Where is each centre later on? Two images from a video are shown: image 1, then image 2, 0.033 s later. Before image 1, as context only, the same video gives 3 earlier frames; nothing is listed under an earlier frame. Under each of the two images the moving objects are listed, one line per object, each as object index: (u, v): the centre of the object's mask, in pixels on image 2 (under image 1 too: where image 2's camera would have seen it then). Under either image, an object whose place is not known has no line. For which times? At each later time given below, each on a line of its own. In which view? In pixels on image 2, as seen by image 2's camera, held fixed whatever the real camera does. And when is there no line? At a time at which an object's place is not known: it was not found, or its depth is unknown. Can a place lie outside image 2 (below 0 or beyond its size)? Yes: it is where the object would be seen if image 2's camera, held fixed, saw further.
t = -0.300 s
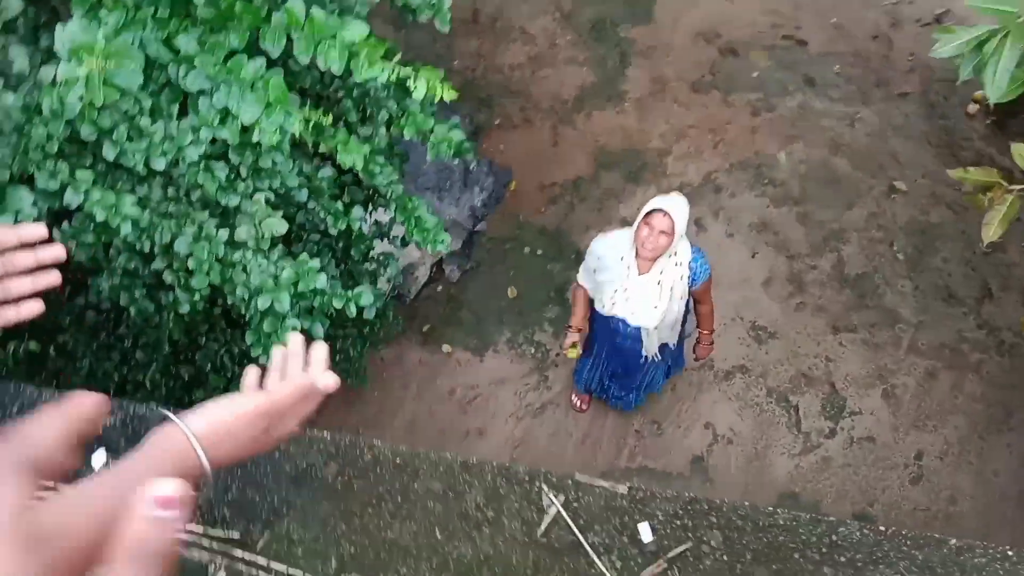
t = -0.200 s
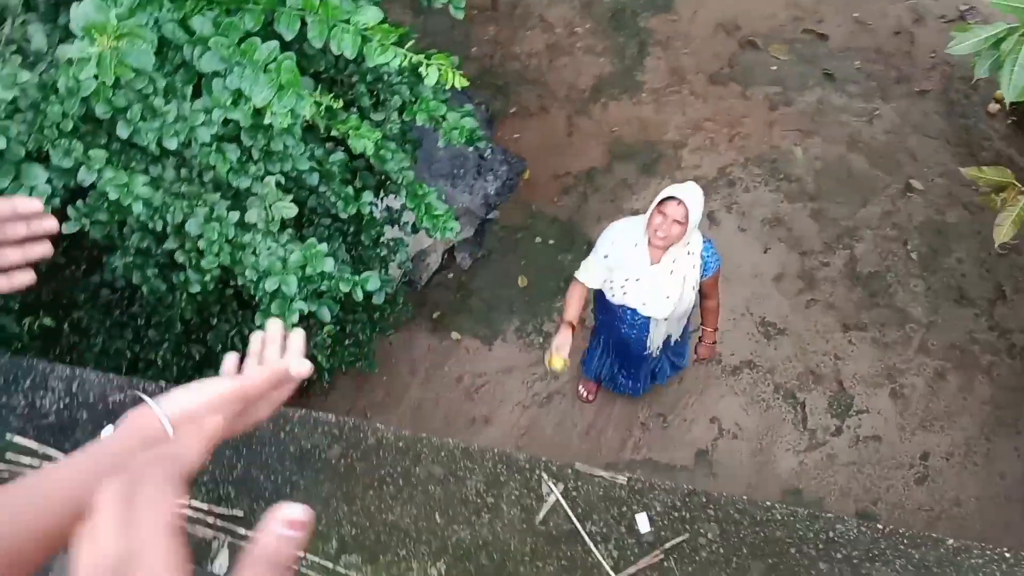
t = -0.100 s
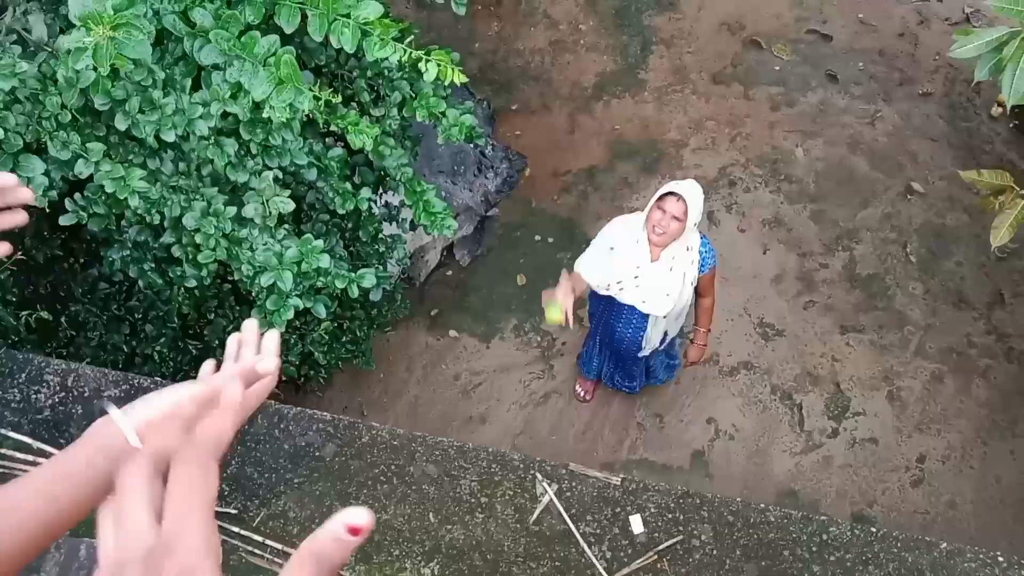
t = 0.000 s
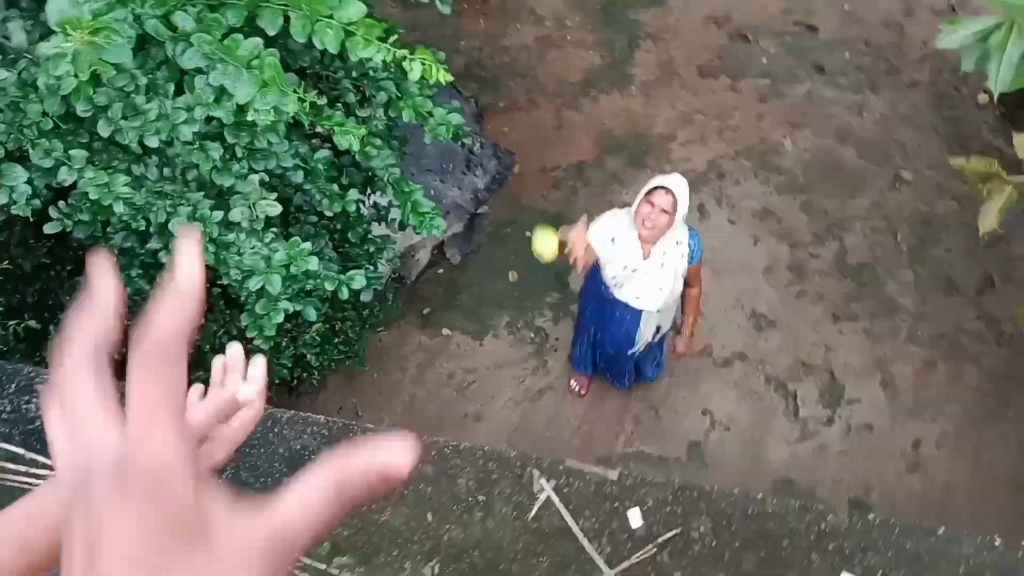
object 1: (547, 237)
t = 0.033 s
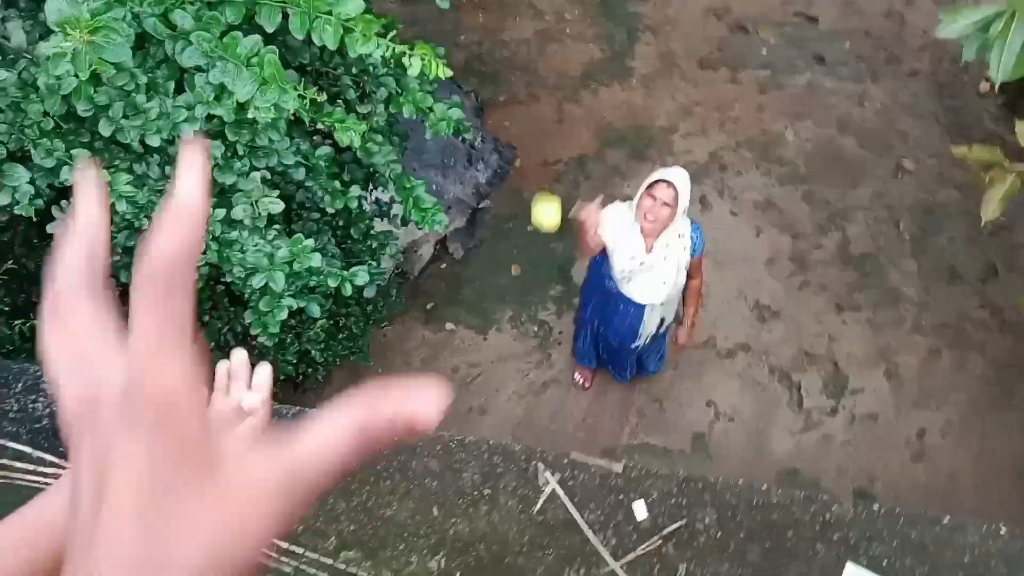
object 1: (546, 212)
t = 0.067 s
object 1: (545, 186)
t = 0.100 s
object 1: (543, 159)
